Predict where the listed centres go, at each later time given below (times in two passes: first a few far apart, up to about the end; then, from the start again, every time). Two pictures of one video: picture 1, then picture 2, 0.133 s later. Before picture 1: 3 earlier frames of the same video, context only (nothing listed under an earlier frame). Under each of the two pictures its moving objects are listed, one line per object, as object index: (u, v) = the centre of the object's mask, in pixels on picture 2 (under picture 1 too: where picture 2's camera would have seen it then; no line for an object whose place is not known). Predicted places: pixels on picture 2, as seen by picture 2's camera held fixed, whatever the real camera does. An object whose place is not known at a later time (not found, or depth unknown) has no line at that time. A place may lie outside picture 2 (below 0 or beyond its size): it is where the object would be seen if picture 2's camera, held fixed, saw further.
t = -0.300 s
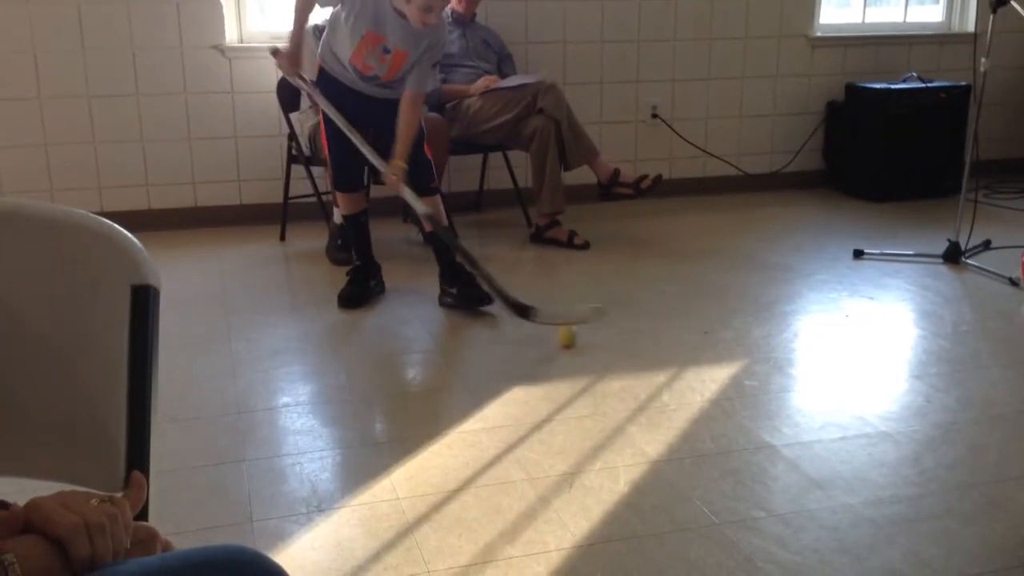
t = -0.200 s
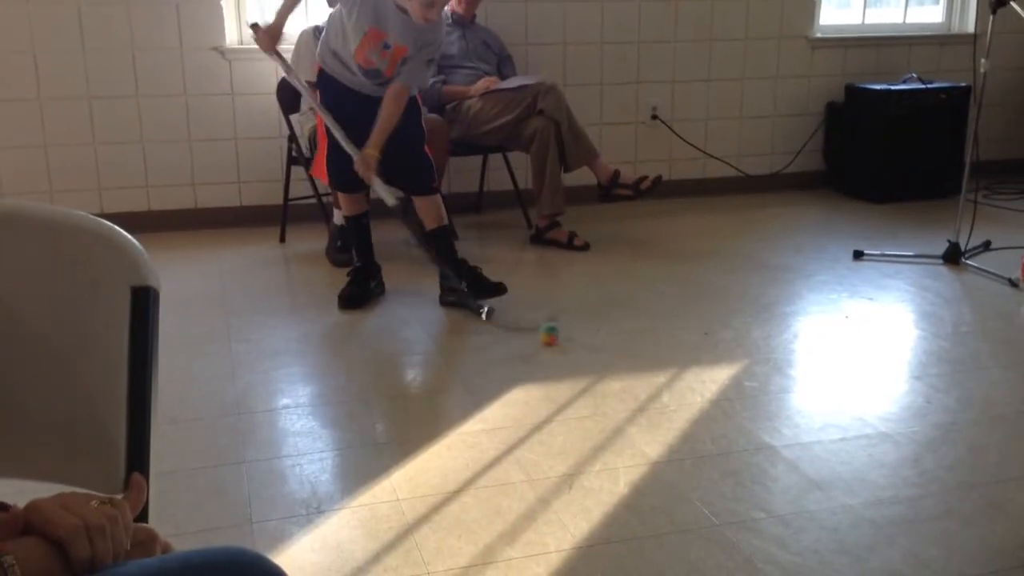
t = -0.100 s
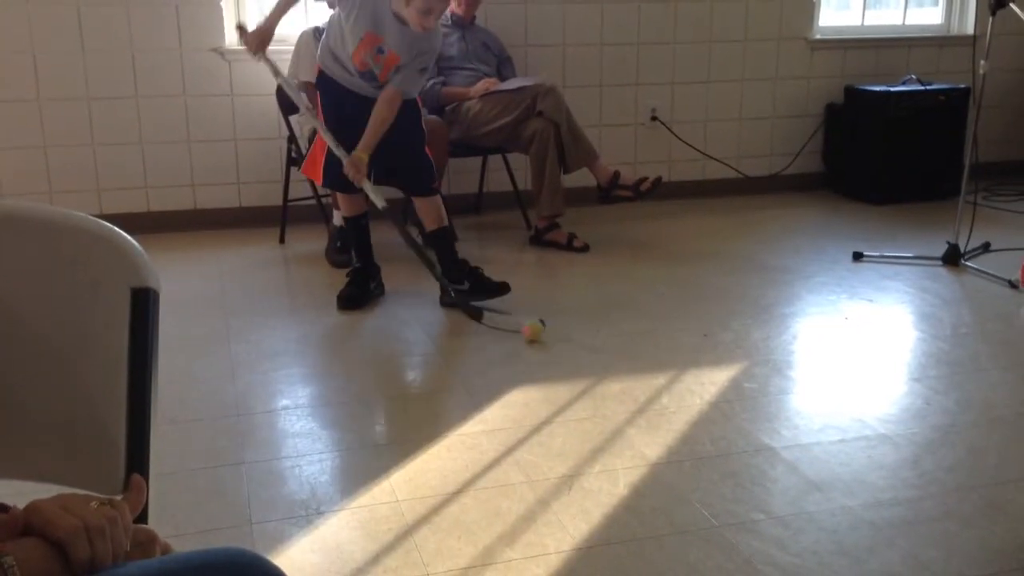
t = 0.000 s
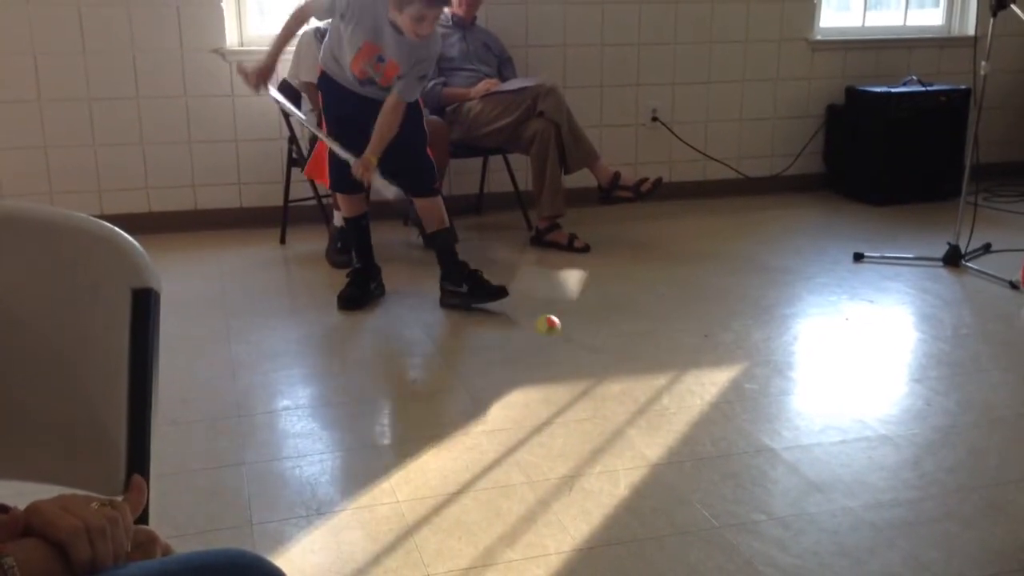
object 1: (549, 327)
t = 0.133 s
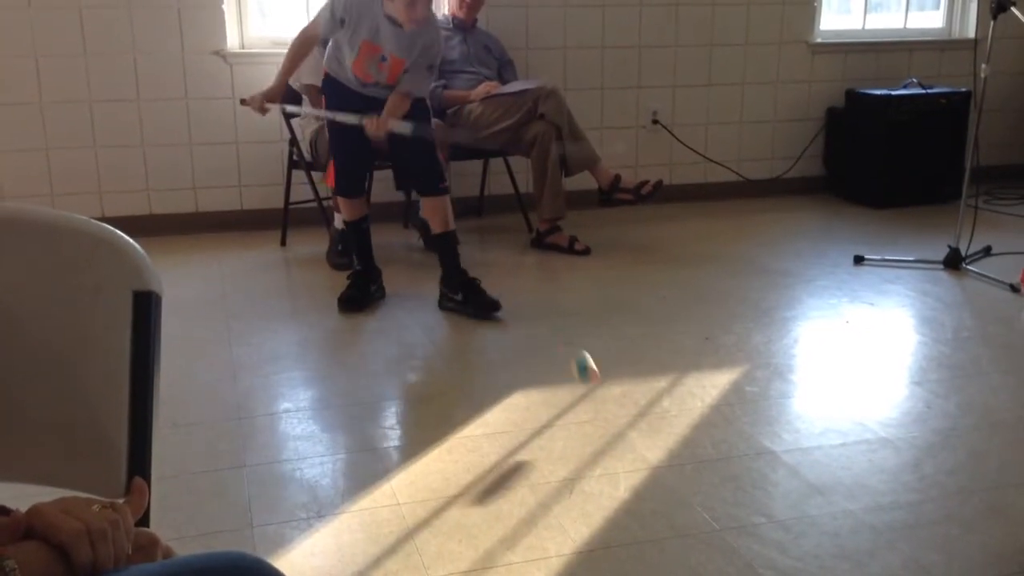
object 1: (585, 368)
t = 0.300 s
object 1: (625, 436)
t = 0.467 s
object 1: (658, 498)
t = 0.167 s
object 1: (595, 389)
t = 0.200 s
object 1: (604, 419)
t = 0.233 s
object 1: (612, 432)
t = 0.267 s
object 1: (618, 432)
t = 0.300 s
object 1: (625, 436)
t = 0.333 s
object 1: (631, 444)
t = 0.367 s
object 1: (637, 458)
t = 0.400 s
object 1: (644, 479)
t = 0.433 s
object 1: (651, 489)
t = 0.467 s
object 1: (658, 498)
